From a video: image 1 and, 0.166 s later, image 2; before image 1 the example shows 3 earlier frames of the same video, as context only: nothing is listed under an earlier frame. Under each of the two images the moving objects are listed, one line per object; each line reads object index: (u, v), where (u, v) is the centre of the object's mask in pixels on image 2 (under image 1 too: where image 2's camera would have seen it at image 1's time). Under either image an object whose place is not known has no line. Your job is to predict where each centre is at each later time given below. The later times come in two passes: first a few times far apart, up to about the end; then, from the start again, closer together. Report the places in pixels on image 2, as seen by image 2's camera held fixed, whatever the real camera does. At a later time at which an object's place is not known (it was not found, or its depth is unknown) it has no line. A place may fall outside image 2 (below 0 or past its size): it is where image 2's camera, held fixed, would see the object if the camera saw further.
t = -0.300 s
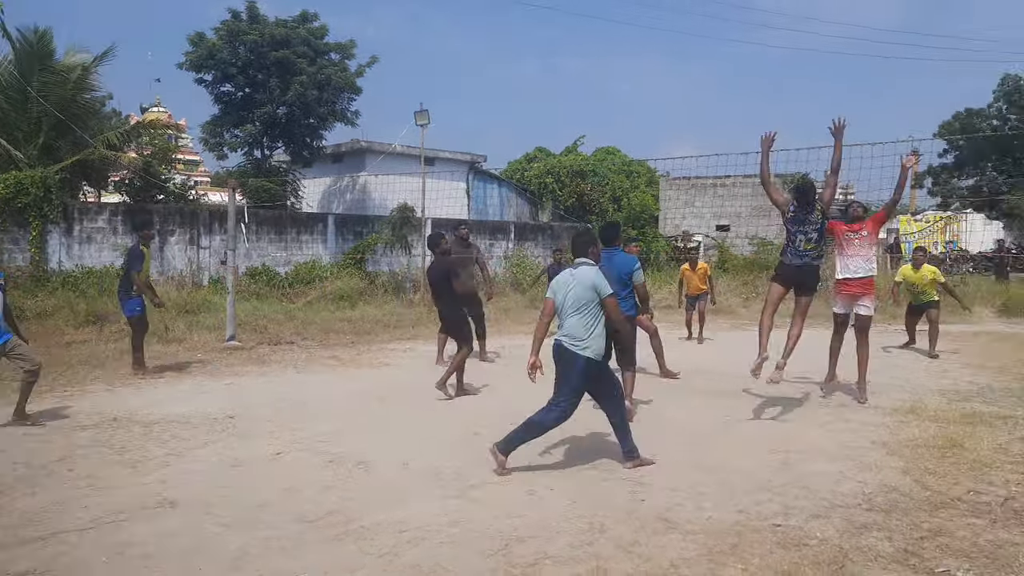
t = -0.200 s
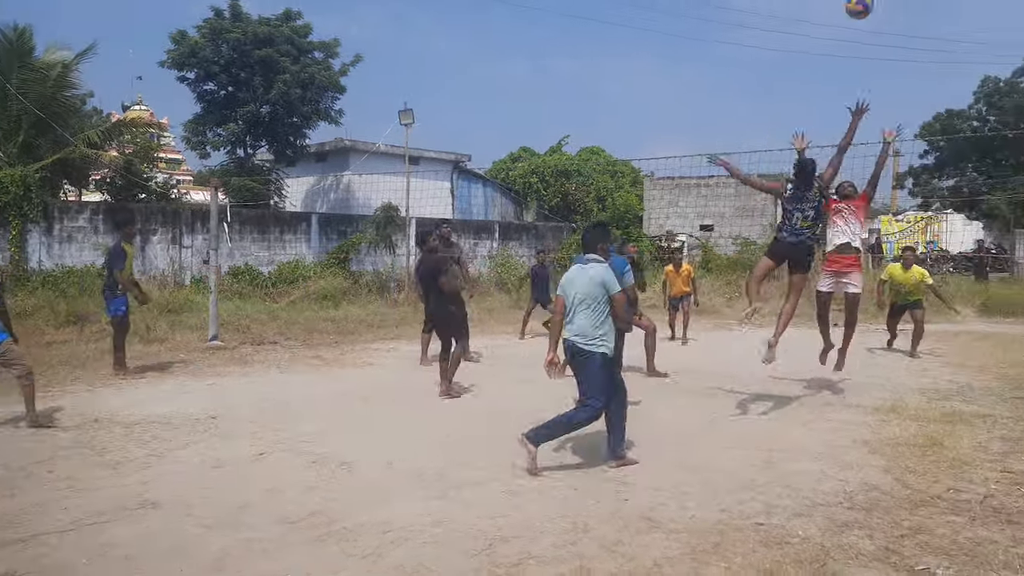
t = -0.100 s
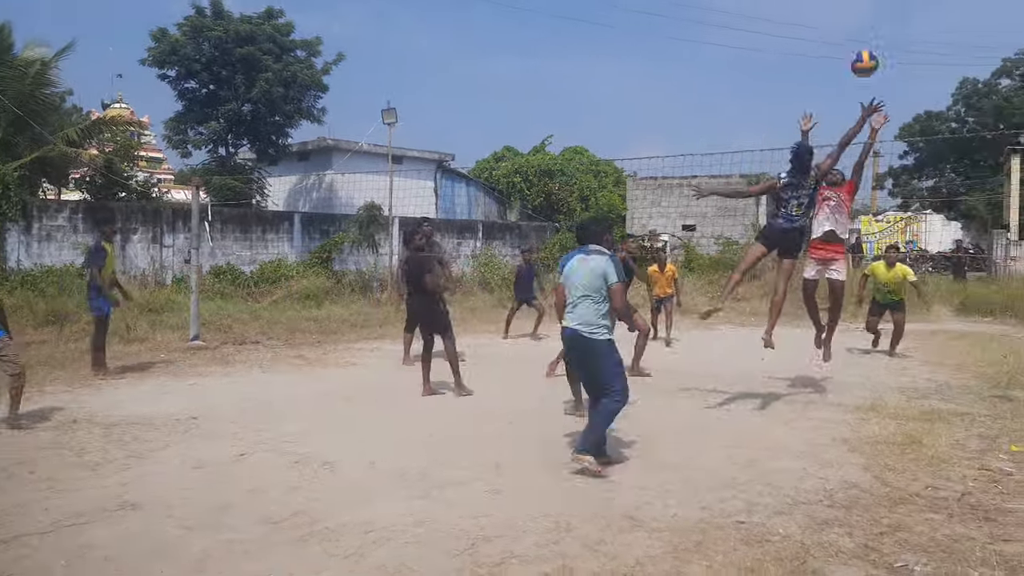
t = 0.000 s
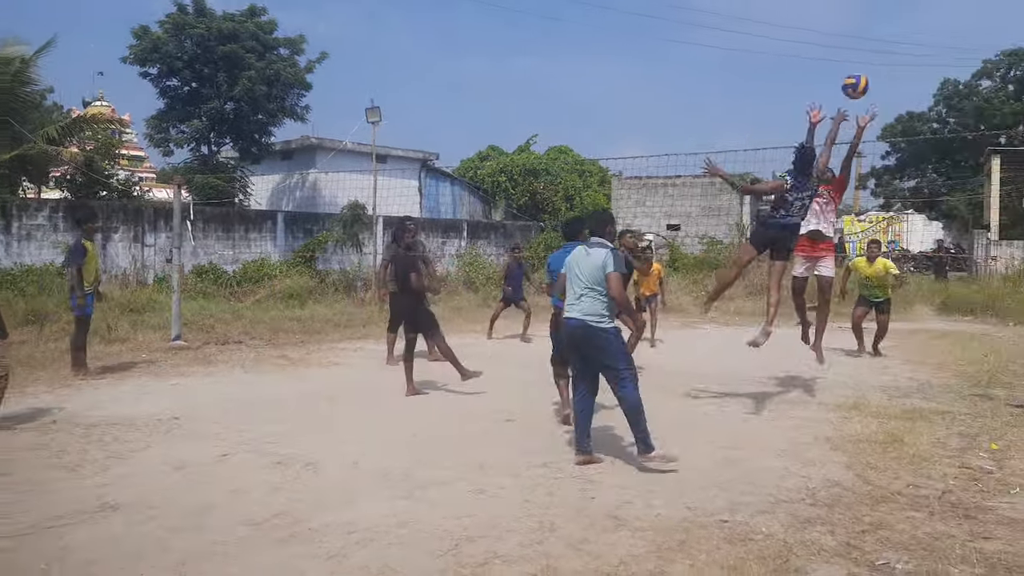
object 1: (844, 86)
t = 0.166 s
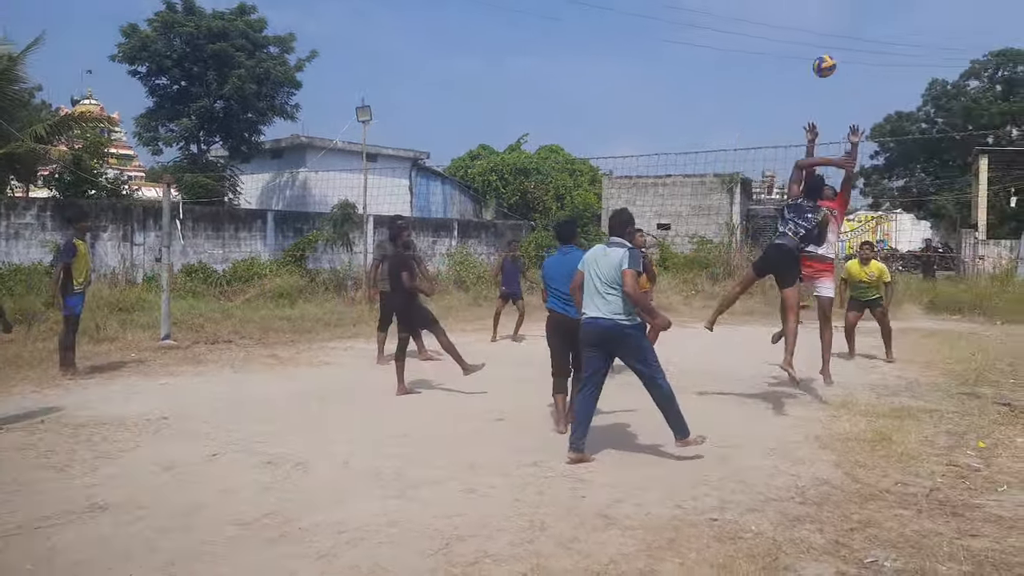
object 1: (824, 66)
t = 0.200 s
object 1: (821, 66)
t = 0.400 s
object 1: (806, 83)
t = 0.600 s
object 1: (793, 126)
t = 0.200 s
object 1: (821, 66)
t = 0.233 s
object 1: (817, 67)
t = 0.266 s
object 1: (814, 69)
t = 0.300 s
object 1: (814, 71)
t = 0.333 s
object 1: (811, 74)
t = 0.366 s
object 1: (808, 78)
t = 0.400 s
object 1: (806, 83)
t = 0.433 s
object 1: (802, 89)
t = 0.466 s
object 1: (799, 96)
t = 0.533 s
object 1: (796, 110)
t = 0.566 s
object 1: (794, 117)
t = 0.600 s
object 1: (793, 126)
